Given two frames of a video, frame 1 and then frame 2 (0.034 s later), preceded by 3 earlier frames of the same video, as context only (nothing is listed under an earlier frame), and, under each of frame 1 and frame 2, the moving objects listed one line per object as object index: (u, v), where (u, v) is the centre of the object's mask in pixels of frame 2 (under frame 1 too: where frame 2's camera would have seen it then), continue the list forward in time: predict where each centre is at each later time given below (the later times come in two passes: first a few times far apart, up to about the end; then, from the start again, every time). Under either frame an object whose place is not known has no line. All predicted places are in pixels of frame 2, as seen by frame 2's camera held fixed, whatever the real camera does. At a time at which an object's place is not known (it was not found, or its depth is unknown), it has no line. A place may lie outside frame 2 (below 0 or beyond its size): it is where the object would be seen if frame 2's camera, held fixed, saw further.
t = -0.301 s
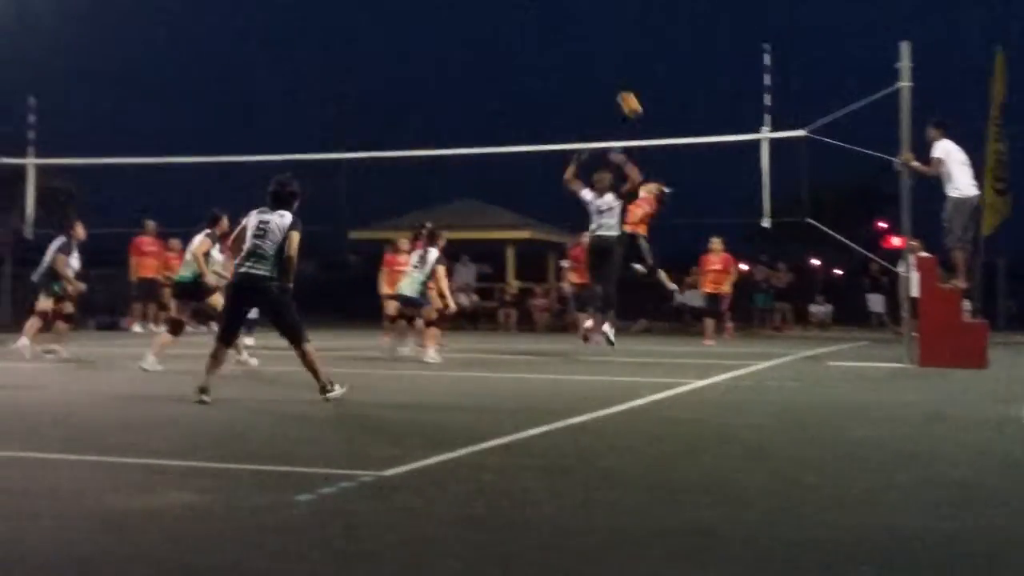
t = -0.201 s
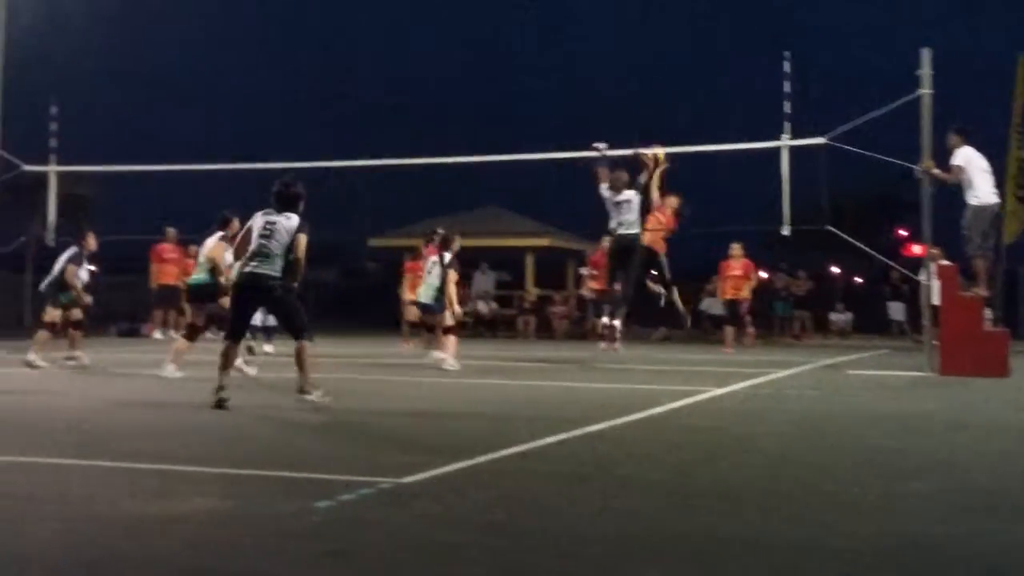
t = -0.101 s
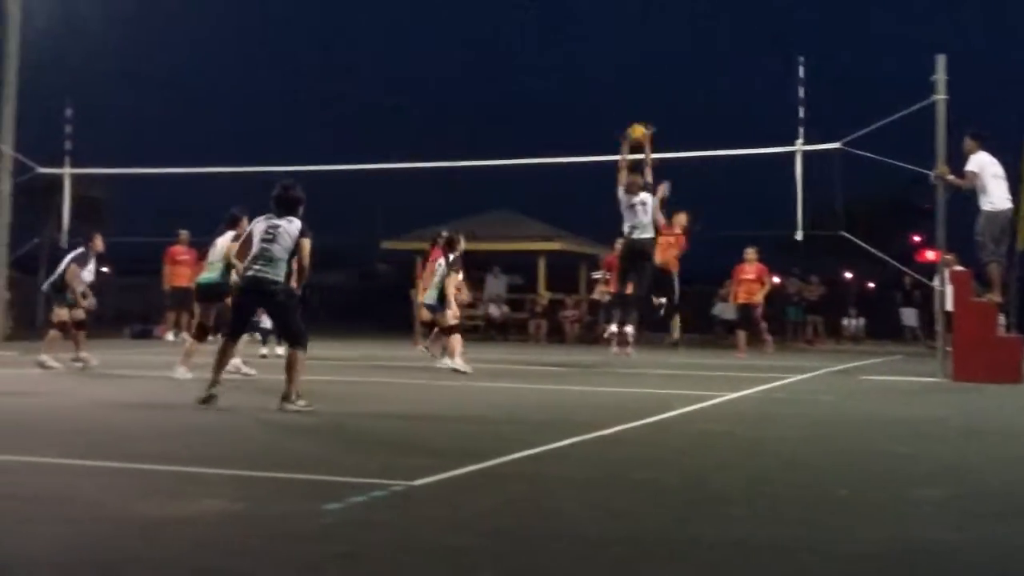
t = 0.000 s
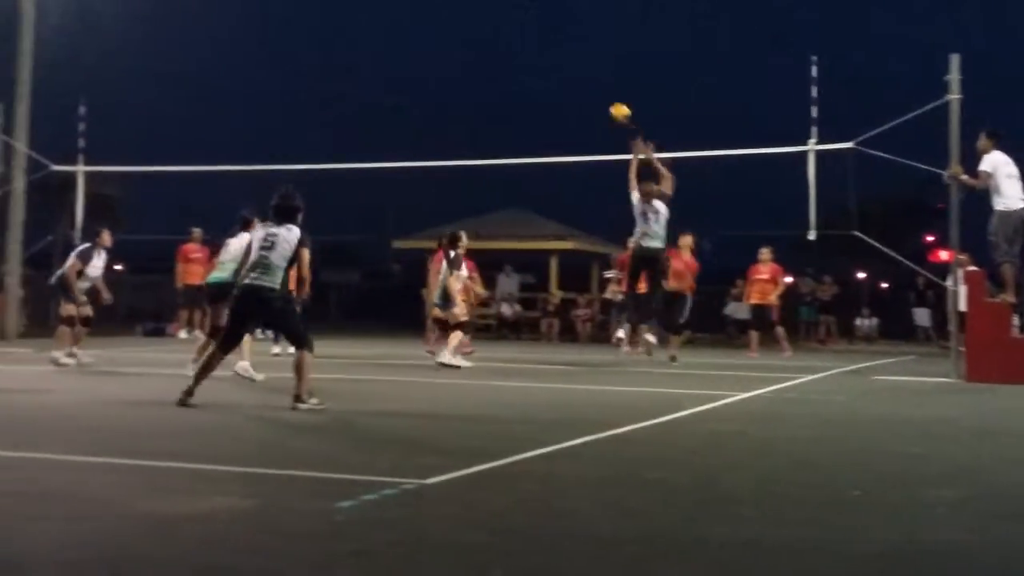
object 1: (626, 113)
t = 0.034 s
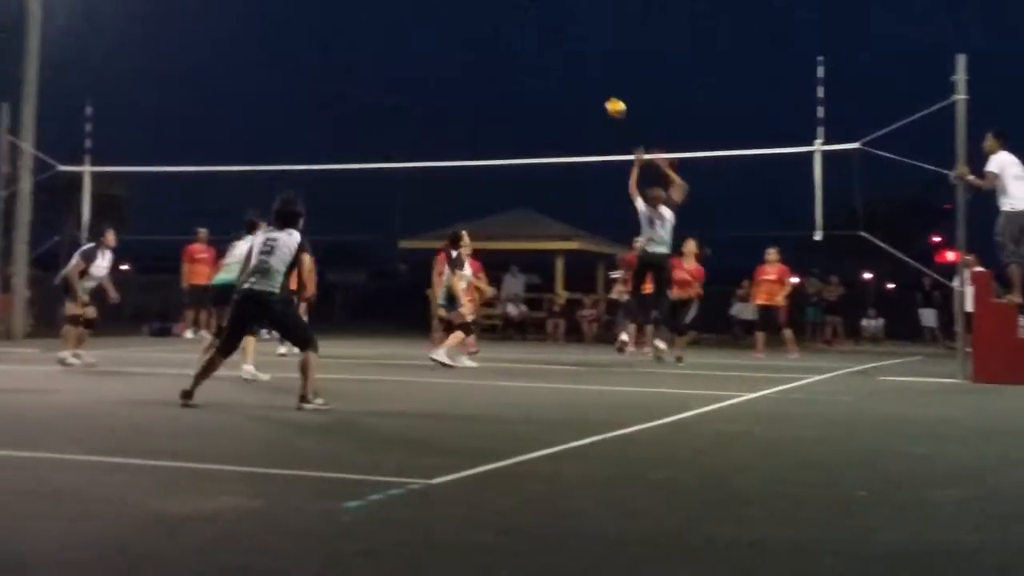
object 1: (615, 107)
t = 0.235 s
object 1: (550, 95)
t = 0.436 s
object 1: (486, 120)
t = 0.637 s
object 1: (417, 189)
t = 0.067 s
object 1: (605, 104)
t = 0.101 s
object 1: (594, 100)
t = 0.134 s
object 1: (583, 98)
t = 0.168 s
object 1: (572, 96)
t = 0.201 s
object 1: (561, 95)
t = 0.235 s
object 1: (550, 95)
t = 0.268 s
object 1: (539, 97)
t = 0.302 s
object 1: (528, 99)
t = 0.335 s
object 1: (517, 103)
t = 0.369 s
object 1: (506, 107)
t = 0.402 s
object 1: (496, 113)
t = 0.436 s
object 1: (486, 120)
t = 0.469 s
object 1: (475, 128)
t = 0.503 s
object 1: (463, 138)
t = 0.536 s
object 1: (452, 149)
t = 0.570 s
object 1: (441, 159)
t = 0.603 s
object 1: (429, 176)
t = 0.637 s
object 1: (417, 189)
